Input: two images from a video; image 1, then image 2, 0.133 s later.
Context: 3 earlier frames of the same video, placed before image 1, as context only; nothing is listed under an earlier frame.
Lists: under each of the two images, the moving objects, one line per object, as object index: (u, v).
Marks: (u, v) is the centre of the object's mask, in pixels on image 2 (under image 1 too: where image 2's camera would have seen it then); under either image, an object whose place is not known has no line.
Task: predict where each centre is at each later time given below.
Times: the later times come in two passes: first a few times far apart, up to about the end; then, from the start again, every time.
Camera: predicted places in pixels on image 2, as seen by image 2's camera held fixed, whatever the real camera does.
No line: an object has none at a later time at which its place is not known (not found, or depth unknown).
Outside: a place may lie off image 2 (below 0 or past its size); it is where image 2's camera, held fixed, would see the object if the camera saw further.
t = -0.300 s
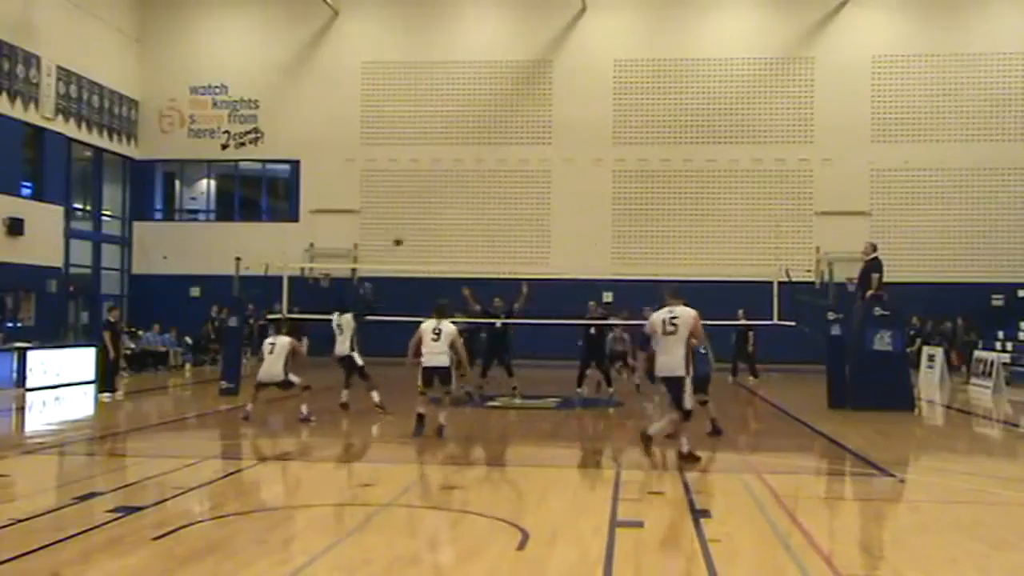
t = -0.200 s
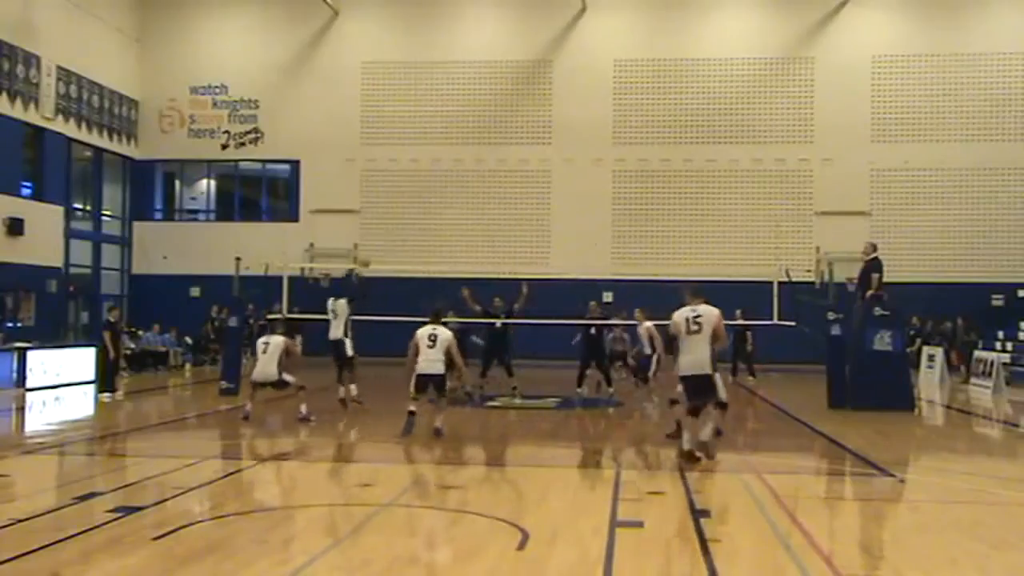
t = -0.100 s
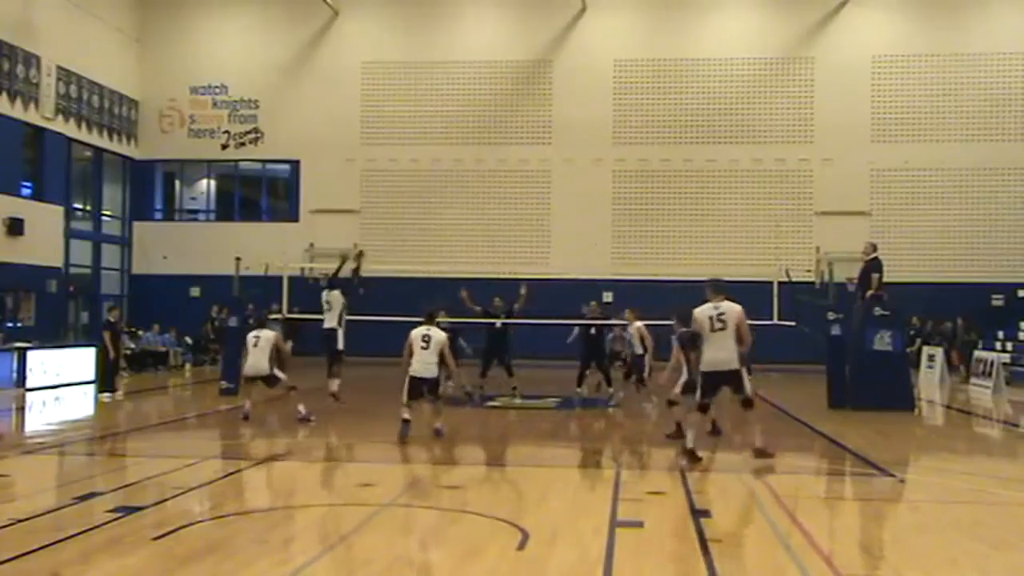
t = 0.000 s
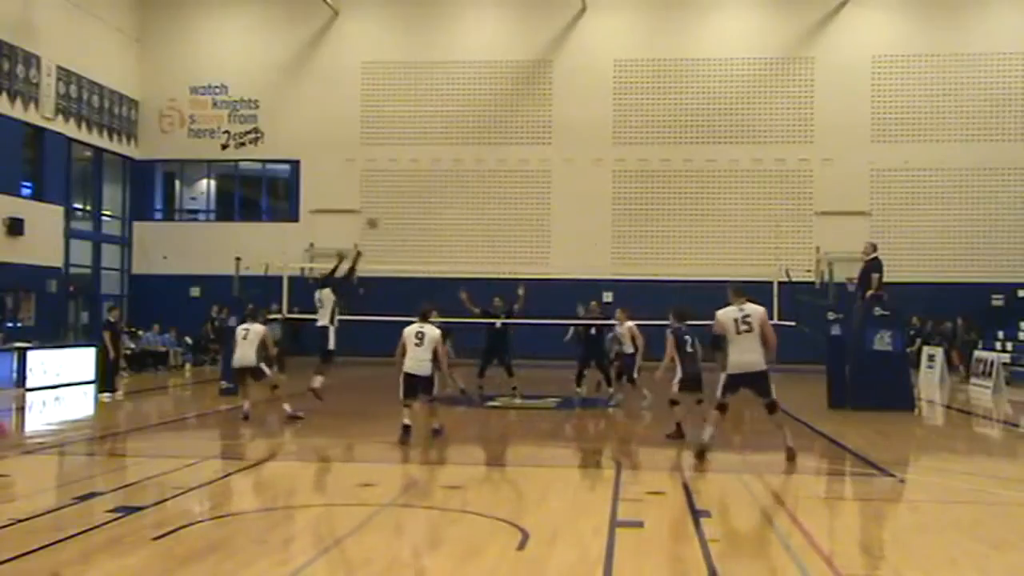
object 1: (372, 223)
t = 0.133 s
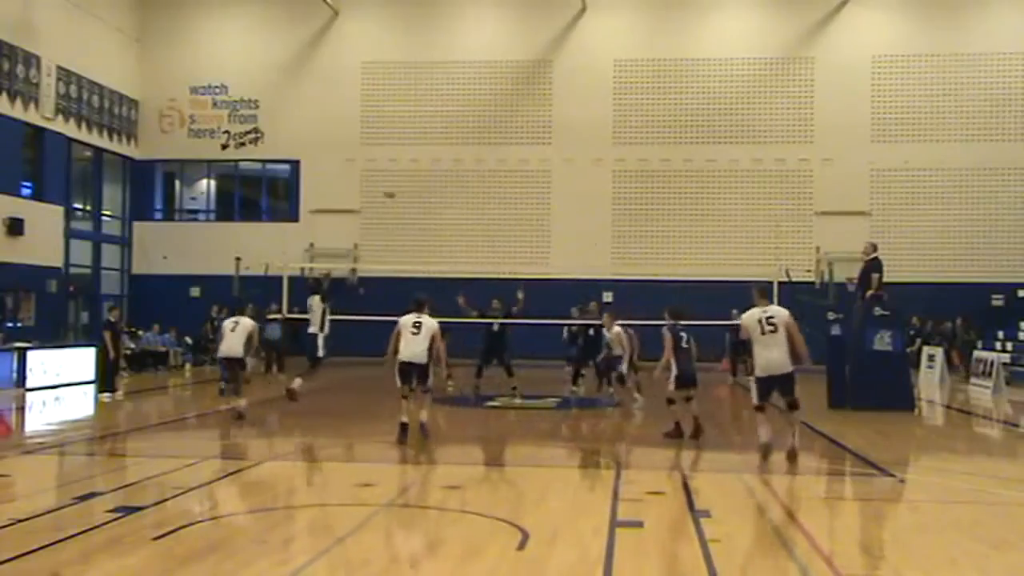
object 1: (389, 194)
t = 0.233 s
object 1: (400, 178)
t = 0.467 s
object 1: (426, 168)
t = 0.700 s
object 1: (450, 186)
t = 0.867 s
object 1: (464, 216)
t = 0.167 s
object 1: (393, 188)
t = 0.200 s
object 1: (397, 183)
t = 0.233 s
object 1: (400, 178)
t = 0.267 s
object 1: (404, 174)
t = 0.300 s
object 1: (408, 171)
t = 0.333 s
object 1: (411, 169)
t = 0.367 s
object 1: (416, 167)
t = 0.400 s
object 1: (418, 167)
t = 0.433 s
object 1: (421, 167)
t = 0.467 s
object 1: (426, 168)
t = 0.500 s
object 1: (429, 168)
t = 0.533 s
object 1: (432, 170)
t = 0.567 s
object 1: (435, 172)
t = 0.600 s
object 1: (439, 175)
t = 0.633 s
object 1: (443, 177)
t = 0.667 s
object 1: (445, 179)
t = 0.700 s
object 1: (450, 186)
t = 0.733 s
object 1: (452, 191)
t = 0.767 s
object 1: (455, 197)
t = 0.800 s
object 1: (457, 203)
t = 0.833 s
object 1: (462, 211)
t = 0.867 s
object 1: (464, 216)
